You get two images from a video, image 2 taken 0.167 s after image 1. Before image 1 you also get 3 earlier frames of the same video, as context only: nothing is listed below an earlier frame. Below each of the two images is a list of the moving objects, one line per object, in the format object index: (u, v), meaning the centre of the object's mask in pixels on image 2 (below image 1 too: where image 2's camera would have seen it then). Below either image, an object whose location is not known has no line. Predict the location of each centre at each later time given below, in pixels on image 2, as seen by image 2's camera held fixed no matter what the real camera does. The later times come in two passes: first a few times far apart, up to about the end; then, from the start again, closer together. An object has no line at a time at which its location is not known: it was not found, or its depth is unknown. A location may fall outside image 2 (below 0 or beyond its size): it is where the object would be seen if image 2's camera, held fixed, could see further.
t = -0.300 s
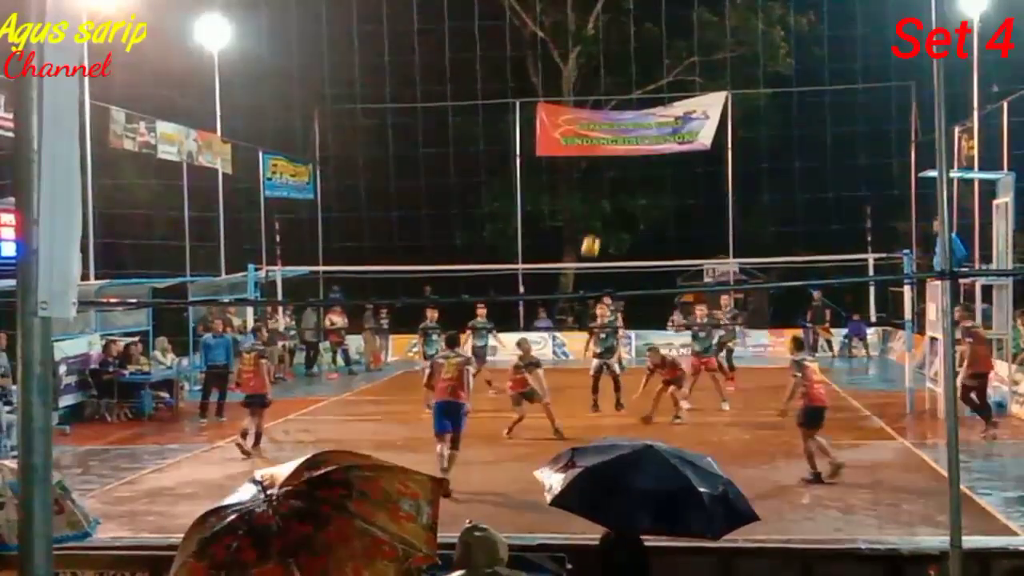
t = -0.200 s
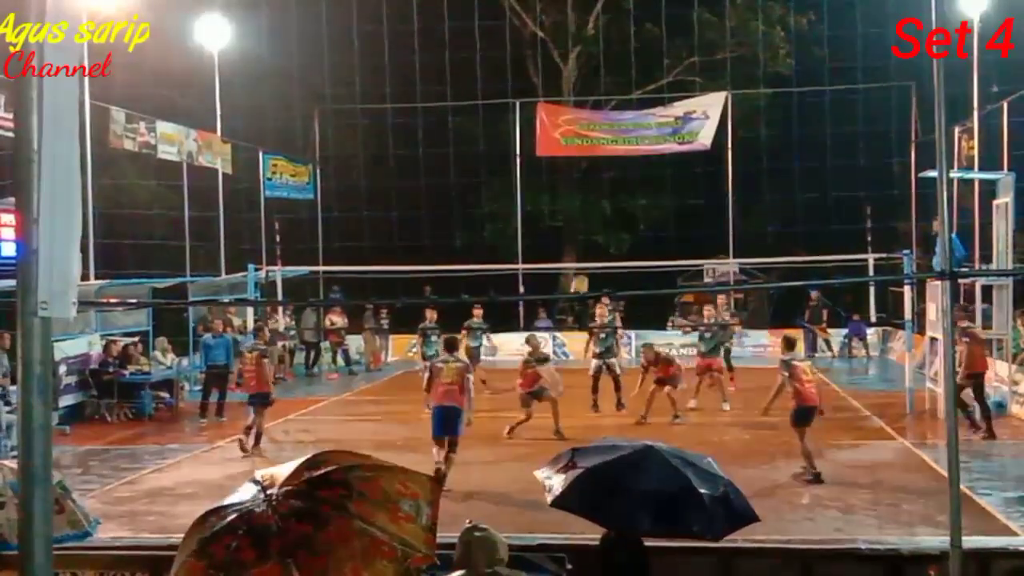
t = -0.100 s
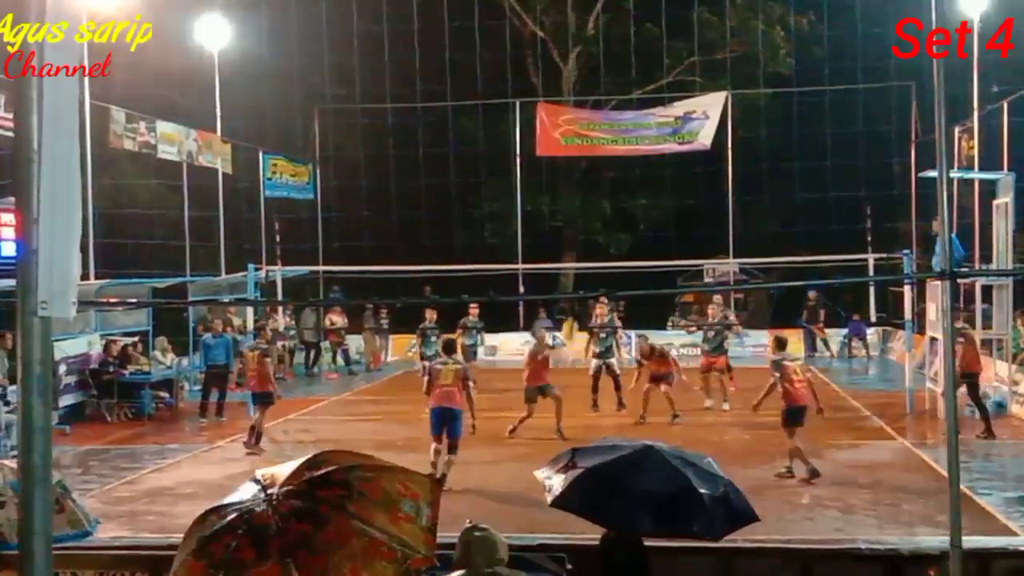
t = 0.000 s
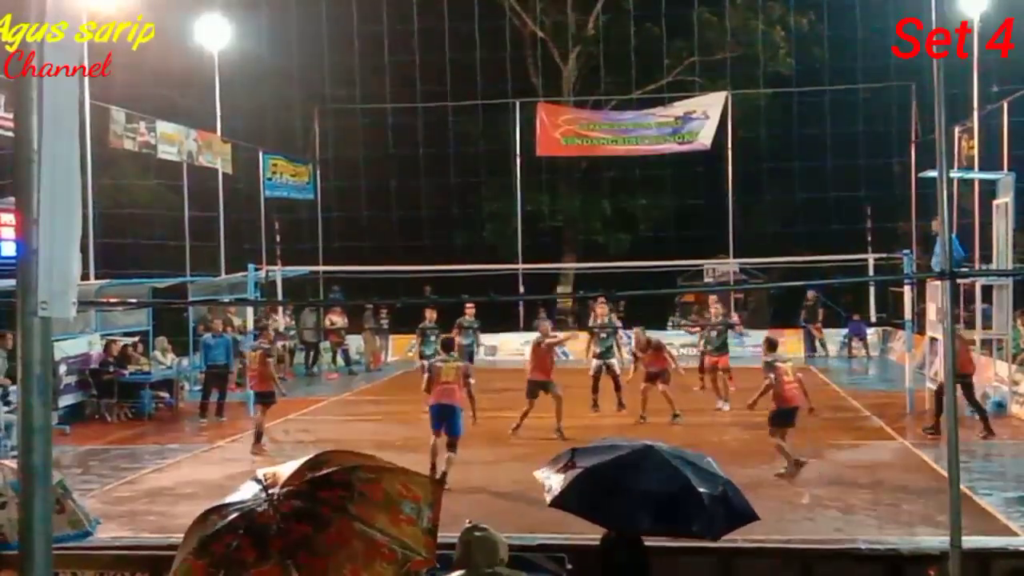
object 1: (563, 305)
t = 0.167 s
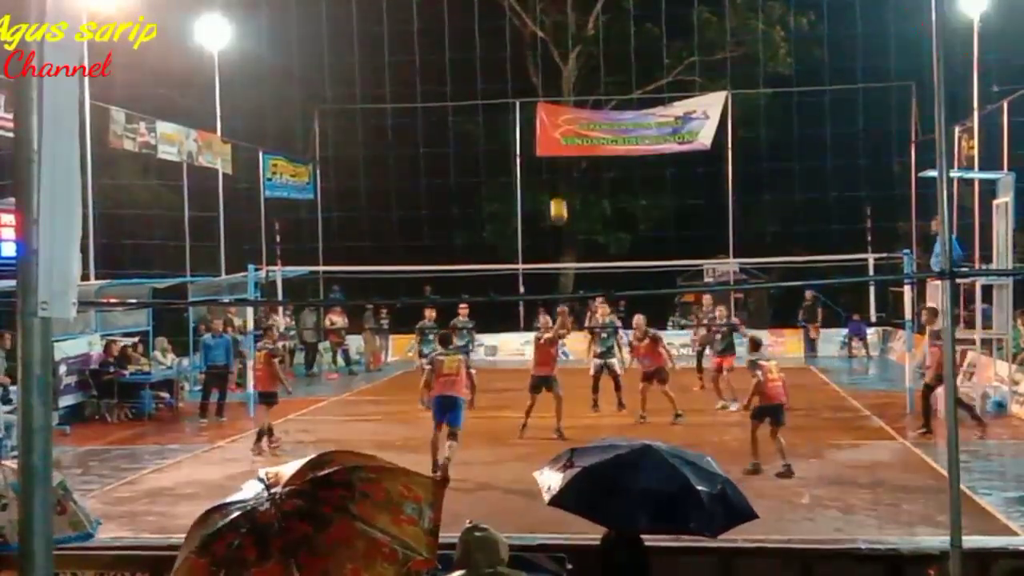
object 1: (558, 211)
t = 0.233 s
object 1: (556, 182)
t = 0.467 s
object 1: (550, 106)
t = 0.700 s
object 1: (543, 75)
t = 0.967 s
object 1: (537, 87)
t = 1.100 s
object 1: (533, 115)
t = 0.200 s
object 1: (557, 195)
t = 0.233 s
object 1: (556, 182)
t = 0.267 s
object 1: (555, 169)
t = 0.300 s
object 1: (554, 157)
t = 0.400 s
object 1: (551, 123)
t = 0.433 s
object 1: (551, 117)
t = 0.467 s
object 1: (550, 106)
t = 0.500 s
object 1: (548, 98)
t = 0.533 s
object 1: (547, 93)
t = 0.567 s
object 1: (546, 88)
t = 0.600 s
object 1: (545, 84)
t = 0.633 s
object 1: (544, 79)
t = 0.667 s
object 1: (544, 76)
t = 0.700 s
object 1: (543, 75)
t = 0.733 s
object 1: (542, 73)
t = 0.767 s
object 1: (541, 73)
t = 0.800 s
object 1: (540, 73)
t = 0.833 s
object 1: (540, 74)
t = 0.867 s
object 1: (539, 76)
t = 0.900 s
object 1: (538, 79)
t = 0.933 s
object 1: (538, 84)
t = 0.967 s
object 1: (537, 87)
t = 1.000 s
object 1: (536, 92)
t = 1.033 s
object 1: (536, 99)
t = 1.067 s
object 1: (534, 107)
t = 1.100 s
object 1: (533, 115)
